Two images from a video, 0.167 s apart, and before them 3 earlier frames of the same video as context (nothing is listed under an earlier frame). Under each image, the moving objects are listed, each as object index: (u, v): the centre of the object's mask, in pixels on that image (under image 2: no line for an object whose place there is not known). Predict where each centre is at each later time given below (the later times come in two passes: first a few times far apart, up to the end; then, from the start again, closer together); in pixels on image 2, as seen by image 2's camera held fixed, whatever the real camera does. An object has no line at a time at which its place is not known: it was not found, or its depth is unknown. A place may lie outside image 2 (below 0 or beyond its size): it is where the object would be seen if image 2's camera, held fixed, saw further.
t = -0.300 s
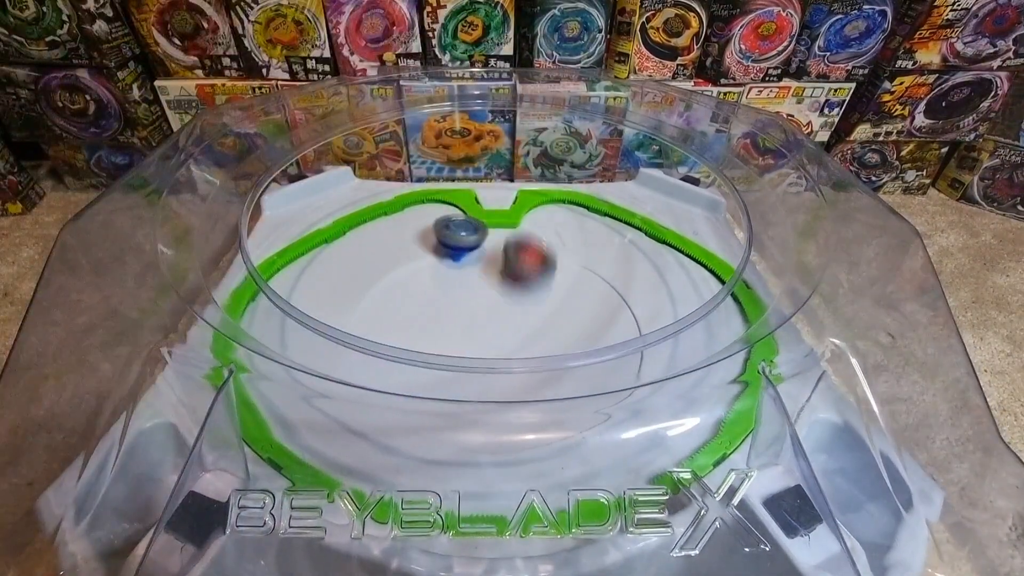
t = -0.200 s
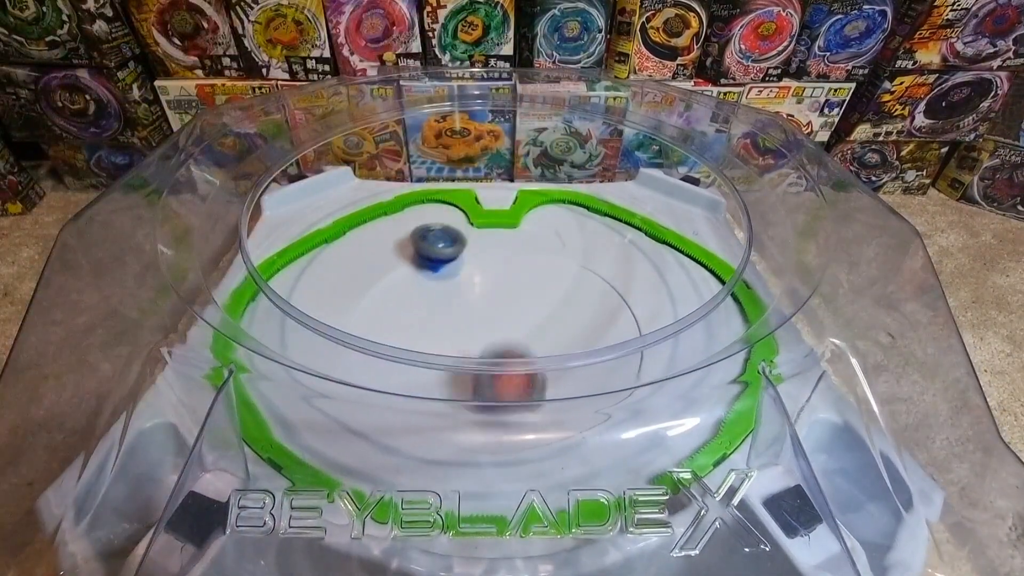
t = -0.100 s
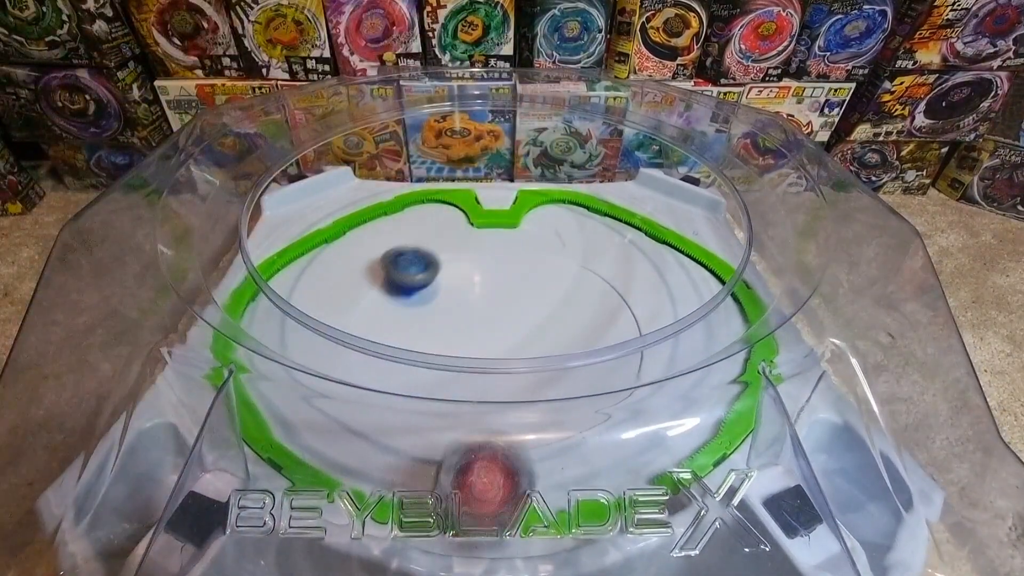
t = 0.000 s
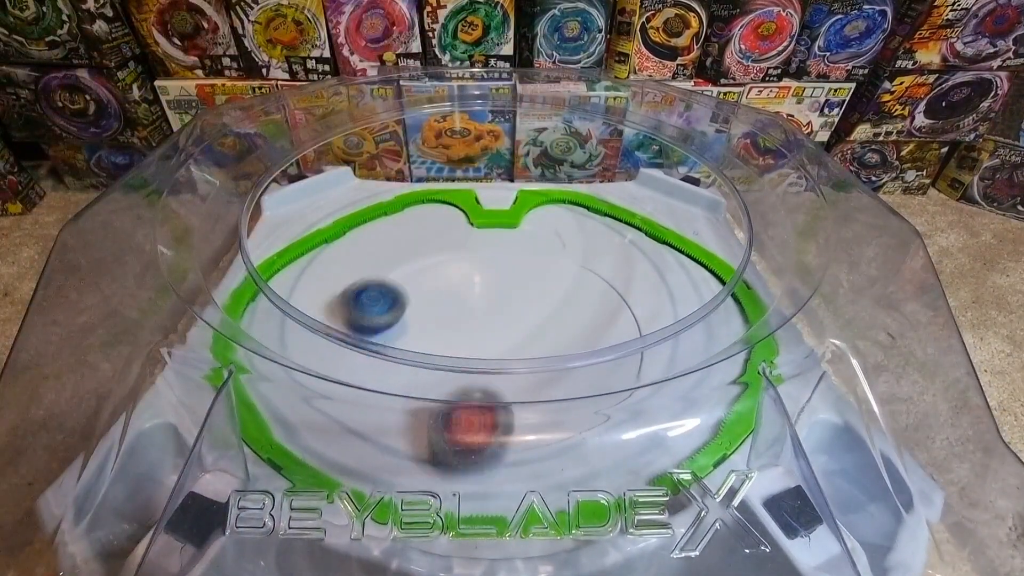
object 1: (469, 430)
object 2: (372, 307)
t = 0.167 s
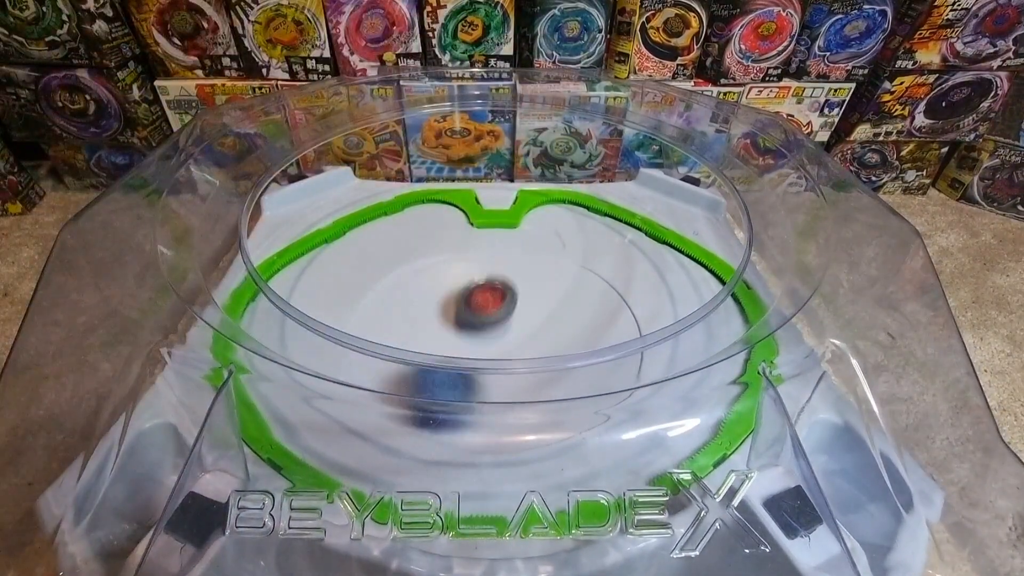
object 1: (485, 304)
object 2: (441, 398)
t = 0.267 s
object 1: (496, 257)
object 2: (569, 391)
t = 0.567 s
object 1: (447, 292)
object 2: (532, 207)
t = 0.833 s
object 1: (539, 403)
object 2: (625, 388)
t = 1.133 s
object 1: (458, 322)
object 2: (536, 408)
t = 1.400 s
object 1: (437, 189)
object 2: (526, 342)
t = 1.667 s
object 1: (321, 294)
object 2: (479, 275)
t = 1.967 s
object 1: (337, 379)
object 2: (423, 299)
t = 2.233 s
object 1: (590, 457)
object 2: (440, 237)
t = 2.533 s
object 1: (704, 262)
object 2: (412, 193)
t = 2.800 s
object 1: (589, 220)
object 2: (279, 308)
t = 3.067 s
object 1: (470, 269)
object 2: (447, 408)
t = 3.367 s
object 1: (358, 310)
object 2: (600, 253)
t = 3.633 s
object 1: (411, 339)
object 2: (535, 225)
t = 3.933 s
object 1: (357, 339)
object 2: (589, 329)
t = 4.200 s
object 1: (471, 327)
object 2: (602, 329)
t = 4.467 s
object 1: (514, 255)
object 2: (472, 330)
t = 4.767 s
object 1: (475, 256)
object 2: (397, 315)
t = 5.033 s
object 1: (532, 333)
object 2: (442, 330)
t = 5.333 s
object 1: (618, 343)
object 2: (480, 305)
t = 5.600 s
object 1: (533, 335)
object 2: (503, 278)
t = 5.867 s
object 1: (433, 378)
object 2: (527, 288)
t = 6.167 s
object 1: (470, 339)
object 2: (561, 334)
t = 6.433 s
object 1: (435, 276)
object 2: (550, 391)
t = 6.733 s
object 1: (438, 298)
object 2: (449, 357)
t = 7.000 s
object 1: (551, 269)
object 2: (374, 314)
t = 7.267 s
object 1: (571, 261)
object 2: (429, 287)
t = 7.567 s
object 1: (597, 332)
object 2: (536, 265)
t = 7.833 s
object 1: (550, 388)
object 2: (522, 285)
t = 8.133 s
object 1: (403, 369)
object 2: (530, 334)
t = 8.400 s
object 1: (384, 316)
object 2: (550, 353)
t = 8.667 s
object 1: (452, 280)
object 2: (472, 344)
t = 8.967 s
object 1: (541, 288)
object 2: (471, 297)
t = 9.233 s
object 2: (522, 301)
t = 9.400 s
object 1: (526, 388)
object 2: (534, 329)
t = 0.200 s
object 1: (489, 286)
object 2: (482, 401)
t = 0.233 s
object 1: (493, 270)
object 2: (526, 401)
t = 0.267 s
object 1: (496, 257)
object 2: (569, 391)
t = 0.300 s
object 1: (498, 248)
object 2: (605, 380)
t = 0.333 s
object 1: (498, 243)
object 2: (634, 358)
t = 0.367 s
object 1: (497, 241)
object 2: (639, 319)
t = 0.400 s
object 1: (492, 242)
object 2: (631, 308)
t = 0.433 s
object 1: (486, 245)
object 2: (620, 283)
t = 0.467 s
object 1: (477, 252)
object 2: (604, 259)
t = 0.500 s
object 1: (467, 262)
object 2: (581, 242)
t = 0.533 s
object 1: (455, 275)
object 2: (555, 227)
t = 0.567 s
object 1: (447, 292)
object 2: (532, 207)
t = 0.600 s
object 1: (444, 309)
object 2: (541, 210)
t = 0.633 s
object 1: (444, 326)
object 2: (568, 229)
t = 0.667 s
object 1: (450, 342)
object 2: (594, 256)
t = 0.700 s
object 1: (459, 362)
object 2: (619, 273)
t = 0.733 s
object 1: (469, 380)
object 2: (643, 299)
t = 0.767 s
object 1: (492, 397)
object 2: (637, 317)
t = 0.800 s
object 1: (515, 401)
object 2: (633, 358)
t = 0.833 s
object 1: (539, 403)
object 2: (625, 388)
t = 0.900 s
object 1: (303, 393)
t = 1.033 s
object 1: (333, 392)
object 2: (630, 429)
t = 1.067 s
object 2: (562, 420)
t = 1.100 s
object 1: (456, 368)
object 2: (529, 439)
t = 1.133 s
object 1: (458, 322)
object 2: (536, 408)
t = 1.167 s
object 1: (460, 289)
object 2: (539, 392)
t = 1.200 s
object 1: (463, 273)
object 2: (539, 384)
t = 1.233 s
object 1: (463, 241)
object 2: (539, 392)
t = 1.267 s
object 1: (466, 214)
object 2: (533, 419)
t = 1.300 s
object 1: (470, 193)
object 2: (536, 390)
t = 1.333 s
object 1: (462, 172)
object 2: (534, 345)
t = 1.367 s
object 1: (452, 172)
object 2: (530, 340)
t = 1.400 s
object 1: (437, 189)
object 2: (526, 342)
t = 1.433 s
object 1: (419, 205)
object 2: (524, 341)
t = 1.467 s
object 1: (404, 219)
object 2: (516, 324)
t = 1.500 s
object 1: (388, 226)
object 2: (509, 308)
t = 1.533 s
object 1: (373, 244)
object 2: (504, 305)
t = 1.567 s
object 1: (359, 255)
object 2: (498, 300)
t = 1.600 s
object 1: (345, 268)
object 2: (491, 286)
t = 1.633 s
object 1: (333, 284)
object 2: (485, 282)
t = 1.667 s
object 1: (321, 294)
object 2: (479, 275)
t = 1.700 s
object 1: (311, 311)
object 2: (472, 268)
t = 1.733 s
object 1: (303, 324)
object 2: (466, 267)
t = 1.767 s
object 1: (298, 339)
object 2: (459, 266)
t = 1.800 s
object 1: (295, 351)
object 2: (453, 266)
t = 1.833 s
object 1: (296, 361)
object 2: (446, 271)
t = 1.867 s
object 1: (303, 369)
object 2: (439, 275)
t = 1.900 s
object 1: (312, 374)
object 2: (433, 280)
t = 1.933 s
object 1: (324, 377)
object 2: (427, 288)
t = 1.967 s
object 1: (337, 379)
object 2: (423, 299)
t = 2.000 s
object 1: (354, 384)
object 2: (419, 311)
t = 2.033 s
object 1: (381, 385)
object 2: (416, 319)
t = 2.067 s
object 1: (405, 377)
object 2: (416, 324)
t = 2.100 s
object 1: (429, 404)
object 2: (416, 320)
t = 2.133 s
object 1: (461, 446)
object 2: (421, 296)
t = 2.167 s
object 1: (501, 484)
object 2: (427, 275)
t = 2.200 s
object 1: (546, 473)
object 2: (433, 255)
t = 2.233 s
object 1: (590, 457)
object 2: (440, 237)
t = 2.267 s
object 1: (635, 445)
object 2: (446, 223)
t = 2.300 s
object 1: (669, 451)
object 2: (451, 211)
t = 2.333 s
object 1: (685, 416)
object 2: (453, 197)
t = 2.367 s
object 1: (699, 380)
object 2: (454, 192)
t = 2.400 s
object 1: (706, 349)
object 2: (451, 183)
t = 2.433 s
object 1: (713, 329)
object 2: (445, 182)
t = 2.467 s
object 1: (719, 297)
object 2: (435, 186)
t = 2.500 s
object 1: (718, 276)
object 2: (425, 191)
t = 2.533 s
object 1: (704, 262)
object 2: (412, 193)
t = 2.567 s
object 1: (686, 248)
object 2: (399, 197)
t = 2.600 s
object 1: (669, 238)
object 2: (385, 199)
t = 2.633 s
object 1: (655, 230)
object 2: (371, 202)
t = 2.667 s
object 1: (639, 225)
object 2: (354, 212)
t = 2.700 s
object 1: (627, 221)
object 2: (338, 234)
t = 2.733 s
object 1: (614, 218)
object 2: (319, 256)
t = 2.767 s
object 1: (601, 218)
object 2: (300, 284)
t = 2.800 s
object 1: (589, 220)
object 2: (279, 308)
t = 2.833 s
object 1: (577, 224)
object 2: (259, 339)
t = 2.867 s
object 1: (565, 228)
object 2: (260, 364)
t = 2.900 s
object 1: (550, 234)
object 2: (283, 376)
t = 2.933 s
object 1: (536, 241)
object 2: (314, 390)
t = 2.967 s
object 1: (519, 248)
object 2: (345, 401)
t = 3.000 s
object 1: (502, 255)
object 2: (378, 407)
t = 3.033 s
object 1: (485, 263)
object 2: (411, 408)
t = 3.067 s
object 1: (470, 269)
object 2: (447, 408)
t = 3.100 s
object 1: (454, 275)
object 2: (480, 402)
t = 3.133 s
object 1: (439, 280)
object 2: (511, 397)
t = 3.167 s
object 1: (425, 285)
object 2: (540, 375)
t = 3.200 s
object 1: (412, 290)
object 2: (561, 355)
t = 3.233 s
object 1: (400, 295)
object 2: (577, 330)
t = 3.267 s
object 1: (388, 299)
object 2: (590, 315)
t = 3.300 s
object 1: (376, 304)
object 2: (597, 295)
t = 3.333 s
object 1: (366, 308)
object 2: (600, 274)
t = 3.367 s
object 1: (358, 310)
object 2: (600, 253)
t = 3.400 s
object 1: (352, 312)
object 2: (595, 236)
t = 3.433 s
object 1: (353, 323)
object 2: (585, 227)
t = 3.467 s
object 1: (361, 327)
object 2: (581, 213)
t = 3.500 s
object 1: (369, 331)
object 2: (575, 201)
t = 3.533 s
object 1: (379, 335)
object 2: (570, 191)
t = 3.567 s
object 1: (389, 338)
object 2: (561, 189)
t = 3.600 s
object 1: (400, 339)
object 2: (547, 208)
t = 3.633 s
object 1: (411, 339)
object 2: (535, 225)
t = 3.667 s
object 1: (423, 332)
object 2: (521, 243)
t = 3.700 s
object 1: (431, 329)
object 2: (506, 269)
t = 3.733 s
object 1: (437, 326)
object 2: (493, 292)
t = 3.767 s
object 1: (417, 326)
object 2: (503, 304)
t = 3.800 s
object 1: (390, 331)
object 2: (520, 310)
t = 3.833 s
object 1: (369, 332)
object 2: (539, 317)
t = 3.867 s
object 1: (360, 334)
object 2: (556, 327)
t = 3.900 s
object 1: (355, 336)
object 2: (574, 328)
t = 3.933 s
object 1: (357, 339)
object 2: (589, 329)
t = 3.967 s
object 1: (364, 343)
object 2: (605, 339)
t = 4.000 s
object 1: (375, 345)
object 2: (617, 344)
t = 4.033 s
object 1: (388, 347)
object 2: (629, 336)
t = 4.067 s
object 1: (404, 348)
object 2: (637, 337)
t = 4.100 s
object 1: (422, 346)
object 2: (632, 338)
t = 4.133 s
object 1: (442, 336)
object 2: (624, 335)
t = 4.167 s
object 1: (457, 332)
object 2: (612, 327)
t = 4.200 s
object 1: (471, 327)
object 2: (602, 329)
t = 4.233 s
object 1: (482, 318)
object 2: (588, 330)
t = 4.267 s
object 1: (491, 309)
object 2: (574, 330)
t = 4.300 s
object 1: (499, 300)
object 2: (558, 332)
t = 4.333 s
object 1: (505, 291)
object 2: (540, 331)
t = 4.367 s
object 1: (509, 281)
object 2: (523, 333)
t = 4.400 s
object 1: (513, 272)
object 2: (506, 333)
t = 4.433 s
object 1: (514, 263)
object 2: (488, 332)
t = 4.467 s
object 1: (514, 255)
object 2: (472, 330)
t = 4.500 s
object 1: (512, 248)
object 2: (456, 330)
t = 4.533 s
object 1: (509, 241)
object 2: (442, 329)
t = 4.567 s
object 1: (503, 236)
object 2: (429, 327)
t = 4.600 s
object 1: (498, 233)
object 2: (418, 328)
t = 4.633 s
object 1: (493, 233)
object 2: (409, 319)
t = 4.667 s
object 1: (488, 235)
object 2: (402, 319)
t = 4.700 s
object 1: (483, 240)
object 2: (399, 326)
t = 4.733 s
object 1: (478, 247)
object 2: (396, 320)
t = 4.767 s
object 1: (475, 256)
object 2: (397, 315)
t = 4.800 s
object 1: (474, 267)
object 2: (399, 321)
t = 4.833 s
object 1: (475, 278)
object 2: (407, 330)
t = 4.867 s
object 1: (479, 290)
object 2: (410, 328)
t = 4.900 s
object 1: (484, 300)
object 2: (419, 327)
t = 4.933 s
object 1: (491, 311)
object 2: (429, 334)
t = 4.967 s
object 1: (502, 320)
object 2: (437, 331)
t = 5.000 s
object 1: (518, 329)
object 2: (440, 328)
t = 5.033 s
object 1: (532, 333)
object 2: (442, 330)
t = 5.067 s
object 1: (547, 335)
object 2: (444, 331)
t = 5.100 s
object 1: (561, 337)
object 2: (448, 326)
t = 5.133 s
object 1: (575, 345)
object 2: (453, 328)
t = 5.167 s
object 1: (587, 351)
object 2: (457, 324)
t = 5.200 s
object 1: (602, 361)
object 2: (462, 323)
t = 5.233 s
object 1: (613, 359)
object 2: (467, 317)
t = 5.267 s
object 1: (625, 358)
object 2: (471, 314)
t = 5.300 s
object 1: (623, 342)
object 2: (476, 310)
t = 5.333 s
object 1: (618, 343)
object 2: (480, 305)
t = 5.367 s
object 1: (611, 329)
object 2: (484, 302)
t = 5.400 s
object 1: (605, 329)
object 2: (487, 296)
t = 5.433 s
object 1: (598, 329)
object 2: (491, 292)
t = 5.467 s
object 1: (589, 330)
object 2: (493, 286)
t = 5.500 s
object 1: (578, 330)
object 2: (496, 286)
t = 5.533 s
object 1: (564, 331)
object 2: (498, 282)
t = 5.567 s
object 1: (549, 333)
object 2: (501, 278)
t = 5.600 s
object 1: (533, 335)
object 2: (503, 278)
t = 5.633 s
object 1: (518, 337)
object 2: (505, 273)
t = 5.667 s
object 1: (503, 339)
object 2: (508, 275)
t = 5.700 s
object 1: (489, 341)
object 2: (511, 275)
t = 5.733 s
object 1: (472, 353)
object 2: (514, 275)
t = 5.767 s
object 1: (461, 357)
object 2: (517, 278)
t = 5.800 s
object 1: (450, 363)
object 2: (520, 278)
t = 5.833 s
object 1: (441, 369)
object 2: (523, 281)
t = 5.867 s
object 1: (433, 378)
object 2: (527, 288)
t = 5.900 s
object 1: (430, 386)
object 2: (530, 292)
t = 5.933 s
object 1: (433, 387)
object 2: (533, 298)
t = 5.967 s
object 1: (437, 388)
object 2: (537, 304)
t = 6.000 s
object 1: (442, 389)
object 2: (541, 310)
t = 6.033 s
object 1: (451, 380)
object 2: (545, 316)
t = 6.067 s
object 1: (457, 375)
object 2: (549, 323)
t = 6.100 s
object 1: (463, 367)
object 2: (554, 327)
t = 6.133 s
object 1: (466, 356)
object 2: (557, 331)
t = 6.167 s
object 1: (470, 339)
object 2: (561, 334)
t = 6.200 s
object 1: (470, 333)
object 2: (564, 347)
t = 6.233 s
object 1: (467, 325)
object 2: (565, 354)
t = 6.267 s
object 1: (464, 315)
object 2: (569, 368)
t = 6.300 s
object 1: (459, 306)
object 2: (568, 372)
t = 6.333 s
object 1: (454, 297)
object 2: (566, 378)
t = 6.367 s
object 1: (448, 289)
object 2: (563, 388)
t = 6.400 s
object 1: (442, 282)
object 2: (558, 390)
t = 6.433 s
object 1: (435, 276)
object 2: (550, 391)
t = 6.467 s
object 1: (428, 272)
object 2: (541, 392)
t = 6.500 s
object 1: (420, 269)
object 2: (530, 392)
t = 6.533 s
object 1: (413, 269)
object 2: (520, 393)
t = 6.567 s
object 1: (410, 272)
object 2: (506, 393)
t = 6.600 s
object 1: (409, 276)
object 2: (492, 391)
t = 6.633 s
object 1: (411, 281)
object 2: (478, 389)
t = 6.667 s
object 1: (416, 286)
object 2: (464, 387)
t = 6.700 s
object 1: (425, 292)
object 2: (457, 371)
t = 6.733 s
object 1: (438, 298)
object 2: (449, 357)
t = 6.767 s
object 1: (453, 301)
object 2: (437, 348)
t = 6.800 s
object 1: (470, 301)
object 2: (425, 337)
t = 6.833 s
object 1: (489, 297)
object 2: (411, 334)
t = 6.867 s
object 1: (508, 291)
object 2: (399, 329)
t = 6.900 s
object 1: (523, 285)
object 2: (390, 328)
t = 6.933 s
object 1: (534, 280)
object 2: (381, 322)
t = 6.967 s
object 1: (543, 274)
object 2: (377, 321)
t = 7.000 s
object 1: (551, 269)
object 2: (374, 314)
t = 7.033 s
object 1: (559, 264)
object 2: (375, 311)
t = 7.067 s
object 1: (566, 259)
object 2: (378, 309)
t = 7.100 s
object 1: (572, 254)
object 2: (382, 305)
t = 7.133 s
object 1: (578, 251)
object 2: (389, 298)
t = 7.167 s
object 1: (578, 250)
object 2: (396, 295)
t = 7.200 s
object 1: (576, 254)
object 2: (407, 290)
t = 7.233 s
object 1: (573, 257)
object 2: (417, 287)
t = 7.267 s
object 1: (571, 261)
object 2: (429, 287)
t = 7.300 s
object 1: (569, 266)
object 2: (443, 283)
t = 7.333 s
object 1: (567, 272)
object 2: (457, 285)
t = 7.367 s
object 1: (567, 278)
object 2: (472, 276)
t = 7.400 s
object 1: (566, 286)
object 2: (486, 277)
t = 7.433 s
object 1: (566, 294)
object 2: (502, 283)
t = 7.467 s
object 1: (566, 303)
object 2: (517, 274)
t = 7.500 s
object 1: (571, 314)
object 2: (531, 269)
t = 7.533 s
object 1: (584, 328)
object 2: (534, 276)
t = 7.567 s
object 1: (597, 332)
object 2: (536, 265)
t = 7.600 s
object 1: (605, 360)
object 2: (538, 257)
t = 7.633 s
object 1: (611, 376)
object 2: (538, 260)
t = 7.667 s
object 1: (608, 379)
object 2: (539, 270)
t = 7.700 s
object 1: (601, 382)
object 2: (536, 263)
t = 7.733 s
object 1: (590, 384)
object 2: (532, 265)
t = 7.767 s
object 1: (578, 385)
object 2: (528, 277)
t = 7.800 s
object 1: (566, 386)
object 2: (526, 280)
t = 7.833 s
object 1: (550, 388)
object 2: (522, 285)
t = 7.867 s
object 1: (534, 388)
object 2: (518, 297)
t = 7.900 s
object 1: (524, 382)
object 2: (513, 302)
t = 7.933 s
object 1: (509, 381)
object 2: (510, 313)
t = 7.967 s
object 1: (494, 378)
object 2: (506, 318)
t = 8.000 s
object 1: (479, 375)
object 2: (503, 326)
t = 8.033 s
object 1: (462, 371)
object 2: (504, 331)
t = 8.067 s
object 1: (441, 373)
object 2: (511, 330)
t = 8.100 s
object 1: (420, 371)
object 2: (520, 333)
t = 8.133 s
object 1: (403, 369)
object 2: (530, 334)
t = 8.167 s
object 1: (390, 364)
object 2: (539, 334)
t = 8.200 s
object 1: (380, 358)
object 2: (546, 335)
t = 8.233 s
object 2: (550, 336)
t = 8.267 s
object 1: (367, 341)
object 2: (553, 337)
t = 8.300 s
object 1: (371, 328)
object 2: (554, 338)
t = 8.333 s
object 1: (375, 325)
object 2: (554, 341)
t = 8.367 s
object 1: (380, 321)
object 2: (555, 349)
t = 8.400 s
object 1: (384, 316)
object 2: (550, 353)
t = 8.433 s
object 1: (391, 310)
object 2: (544, 356)
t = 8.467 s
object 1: (398, 304)
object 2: (533, 372)
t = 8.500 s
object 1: (405, 299)
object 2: (521, 373)
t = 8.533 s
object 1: (414, 294)
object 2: (510, 374)
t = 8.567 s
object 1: (423, 289)
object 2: (497, 372)
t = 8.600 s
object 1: (433, 286)
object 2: (489, 358)
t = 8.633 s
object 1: (443, 282)
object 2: (478, 354)
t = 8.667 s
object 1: (452, 280)
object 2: (472, 344)
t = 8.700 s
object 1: (462, 277)
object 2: (466, 339)
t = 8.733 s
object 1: (472, 275)
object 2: (461, 336)
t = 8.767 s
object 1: (482, 274)
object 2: (457, 330)
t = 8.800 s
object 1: (493, 274)
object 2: (457, 323)
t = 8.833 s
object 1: (504, 275)
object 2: (457, 318)
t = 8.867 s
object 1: (513, 277)
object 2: (459, 310)
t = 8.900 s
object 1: (523, 280)
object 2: (462, 306)
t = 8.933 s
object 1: (532, 283)
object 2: (466, 302)
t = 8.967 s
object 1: (541, 288)
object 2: (471, 297)
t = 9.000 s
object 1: (548, 293)
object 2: (478, 295)
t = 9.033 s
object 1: (554, 299)
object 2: (484, 293)
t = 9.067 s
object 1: (560, 305)
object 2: (491, 292)
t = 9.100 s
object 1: (564, 312)
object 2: (498, 292)
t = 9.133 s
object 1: (567, 320)
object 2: (504, 292)
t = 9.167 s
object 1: (569, 327)
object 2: (510, 295)
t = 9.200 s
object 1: (569, 331)
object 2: (517, 298)
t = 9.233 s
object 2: (522, 301)
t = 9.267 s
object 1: (566, 339)
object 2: (527, 306)
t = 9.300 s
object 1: (558, 355)
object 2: (530, 310)
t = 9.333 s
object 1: (552, 371)
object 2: (533, 317)
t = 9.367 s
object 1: (540, 378)
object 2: (534, 323)
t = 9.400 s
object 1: (526, 388)
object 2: (534, 329)
